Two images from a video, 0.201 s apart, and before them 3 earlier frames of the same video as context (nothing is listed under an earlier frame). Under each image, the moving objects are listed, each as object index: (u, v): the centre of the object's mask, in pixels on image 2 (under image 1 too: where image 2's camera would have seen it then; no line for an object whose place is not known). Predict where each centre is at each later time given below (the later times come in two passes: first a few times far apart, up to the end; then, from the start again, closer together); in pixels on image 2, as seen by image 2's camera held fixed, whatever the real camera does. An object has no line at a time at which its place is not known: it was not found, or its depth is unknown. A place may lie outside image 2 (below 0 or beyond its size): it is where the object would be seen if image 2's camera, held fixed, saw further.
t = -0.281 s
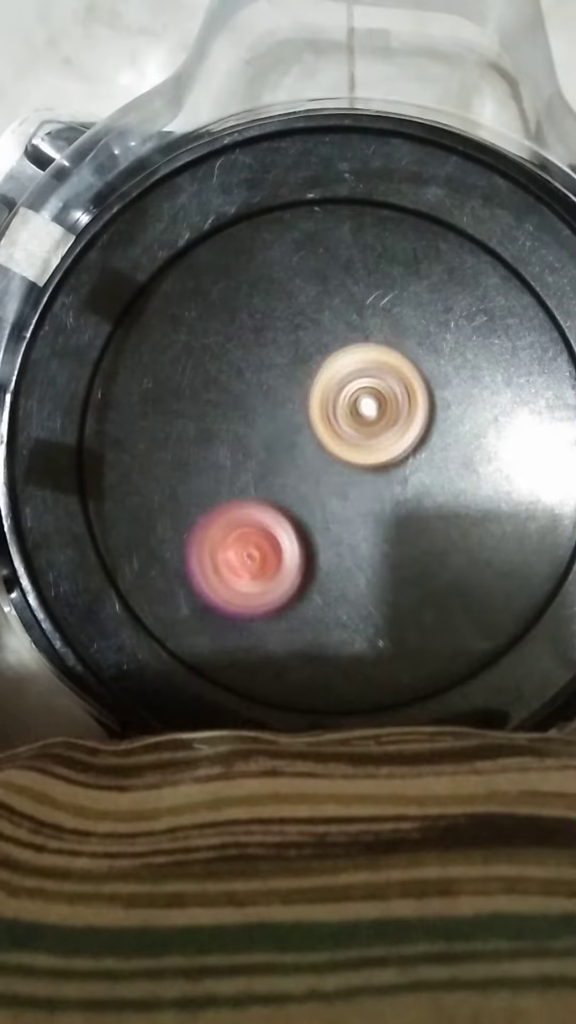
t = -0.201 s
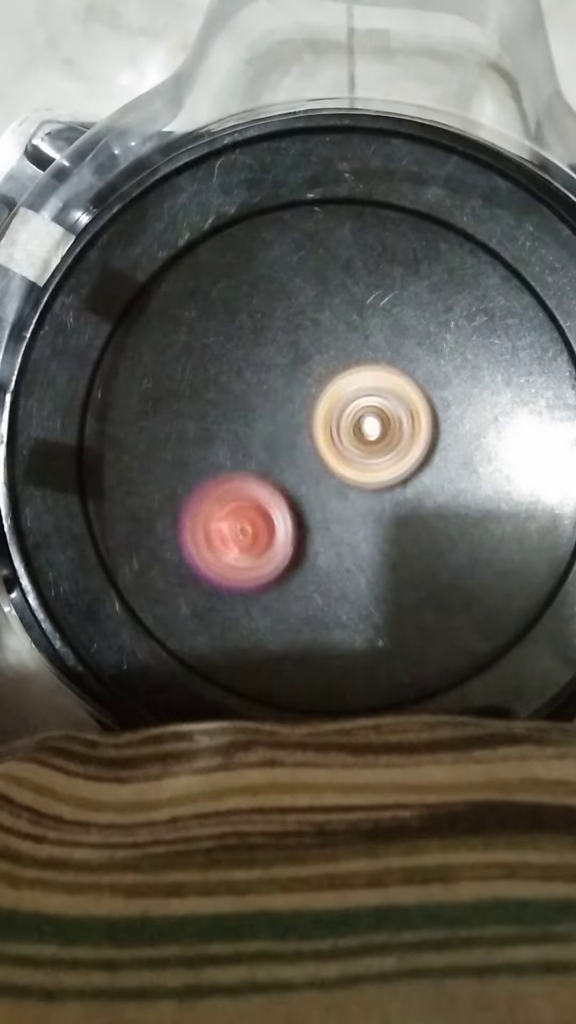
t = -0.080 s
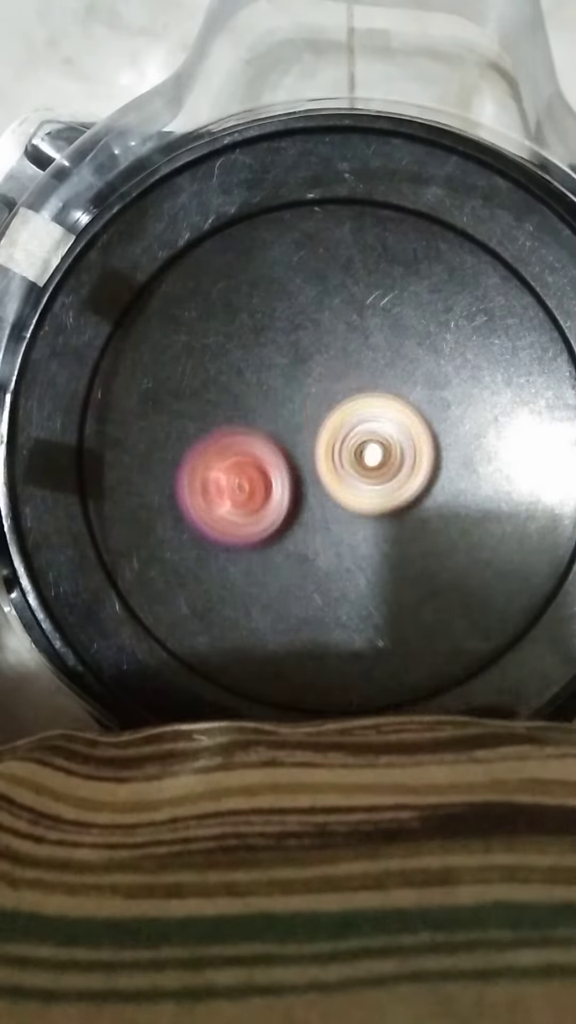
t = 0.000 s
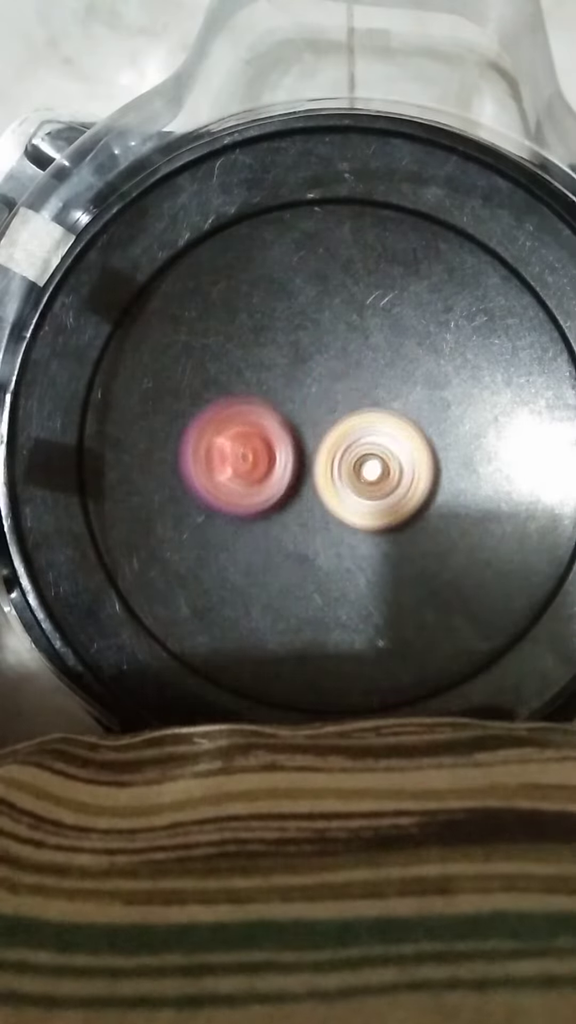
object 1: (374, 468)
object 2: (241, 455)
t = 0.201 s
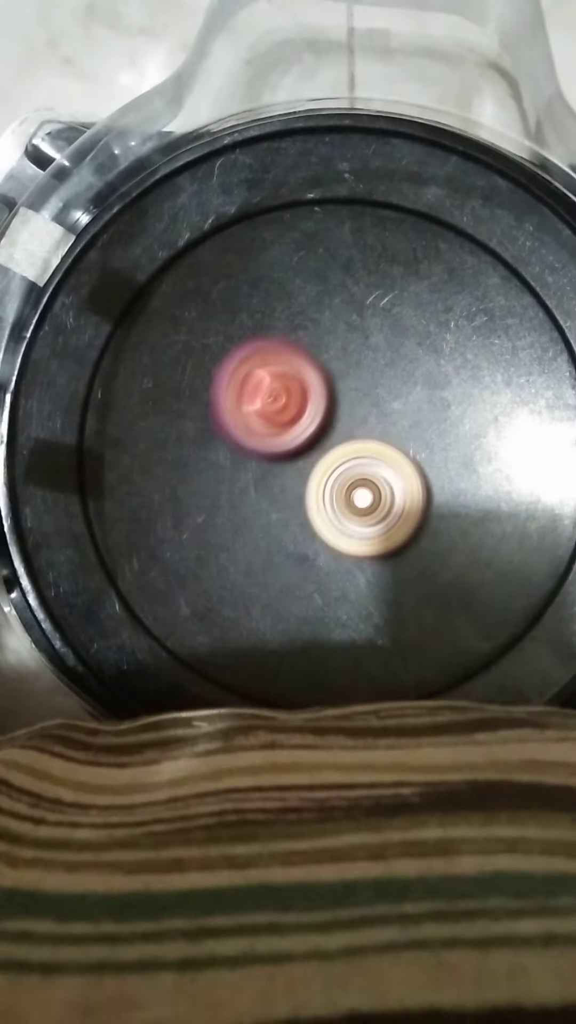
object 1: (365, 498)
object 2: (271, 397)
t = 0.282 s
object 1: (358, 504)
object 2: (291, 380)
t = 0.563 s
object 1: (317, 499)
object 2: (366, 362)
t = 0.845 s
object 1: (290, 472)
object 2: (426, 425)
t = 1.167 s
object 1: (303, 429)
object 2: (426, 518)
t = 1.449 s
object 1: (341, 412)
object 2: (367, 553)
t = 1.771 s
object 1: (384, 434)
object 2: (272, 501)
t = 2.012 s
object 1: (396, 474)
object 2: (246, 441)
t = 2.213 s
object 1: (390, 503)
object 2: (266, 395)
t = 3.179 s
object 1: (274, 446)
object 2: (439, 470)
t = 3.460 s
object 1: (315, 405)
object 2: (371, 516)
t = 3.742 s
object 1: (348, 382)
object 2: (298, 571)
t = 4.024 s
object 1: (376, 439)
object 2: (253, 516)
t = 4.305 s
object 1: (390, 504)
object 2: (266, 423)
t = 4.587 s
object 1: (355, 533)
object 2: (344, 392)
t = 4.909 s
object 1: (291, 516)
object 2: (416, 455)
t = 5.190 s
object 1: (270, 457)
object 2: (387, 521)
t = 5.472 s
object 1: (305, 398)
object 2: (322, 533)
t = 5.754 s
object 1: (371, 395)
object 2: (274, 481)
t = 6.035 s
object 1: (411, 454)
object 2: (286, 430)
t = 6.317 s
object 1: (391, 514)
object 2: (323, 411)
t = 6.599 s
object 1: (328, 525)
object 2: (357, 397)
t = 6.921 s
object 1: (269, 466)
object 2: (404, 393)
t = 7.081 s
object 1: (267, 421)
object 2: (414, 428)
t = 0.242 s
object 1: (362, 502)
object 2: (281, 388)
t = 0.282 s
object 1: (358, 504)
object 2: (291, 380)
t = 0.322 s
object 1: (354, 506)
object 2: (301, 372)
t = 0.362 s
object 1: (348, 506)
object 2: (312, 366)
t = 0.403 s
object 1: (342, 507)
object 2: (323, 362)
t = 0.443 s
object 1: (336, 506)
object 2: (333, 360)
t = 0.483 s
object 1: (329, 505)
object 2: (343, 358)
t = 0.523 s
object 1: (323, 502)
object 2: (354, 359)
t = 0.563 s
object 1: (317, 499)
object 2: (366, 362)
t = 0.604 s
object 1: (312, 496)
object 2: (376, 366)
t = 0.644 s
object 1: (307, 493)
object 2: (386, 372)
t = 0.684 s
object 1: (302, 489)
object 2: (396, 381)
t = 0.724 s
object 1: (298, 486)
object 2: (404, 391)
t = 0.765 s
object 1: (294, 482)
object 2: (413, 403)
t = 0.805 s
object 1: (292, 477)
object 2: (420, 414)
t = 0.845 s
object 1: (290, 472)
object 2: (426, 425)
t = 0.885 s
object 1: (289, 466)
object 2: (430, 437)
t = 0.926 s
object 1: (289, 460)
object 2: (433, 448)
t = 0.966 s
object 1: (289, 455)
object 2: (436, 459)
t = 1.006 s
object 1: (290, 450)
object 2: (436, 473)
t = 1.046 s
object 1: (292, 444)
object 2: (436, 485)
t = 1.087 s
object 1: (295, 439)
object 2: (435, 497)
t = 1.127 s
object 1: (299, 434)
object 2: (431, 508)
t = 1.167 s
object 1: (303, 429)
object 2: (426, 518)
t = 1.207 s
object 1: (307, 425)
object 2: (421, 527)
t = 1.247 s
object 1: (313, 422)
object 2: (414, 535)
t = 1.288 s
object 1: (318, 419)
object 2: (406, 543)
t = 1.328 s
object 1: (323, 417)
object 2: (398, 547)
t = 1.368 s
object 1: (329, 414)
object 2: (388, 551)
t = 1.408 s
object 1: (335, 413)
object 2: (377, 552)
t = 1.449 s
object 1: (341, 412)
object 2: (367, 553)
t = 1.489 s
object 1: (347, 412)
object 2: (354, 550)
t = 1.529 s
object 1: (353, 413)
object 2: (339, 546)
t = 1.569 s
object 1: (359, 414)
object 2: (327, 540)
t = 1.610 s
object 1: (364, 417)
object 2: (315, 533)
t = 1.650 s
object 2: (303, 525)
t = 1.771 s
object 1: (384, 434)
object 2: (272, 501)
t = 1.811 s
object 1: (387, 440)
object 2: (264, 491)
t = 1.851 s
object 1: (390, 446)
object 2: (258, 482)
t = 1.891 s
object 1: (392, 453)
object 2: (252, 472)
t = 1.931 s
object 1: (394, 460)
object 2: (249, 462)
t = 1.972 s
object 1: (395, 467)
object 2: (247, 451)
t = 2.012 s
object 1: (396, 474)
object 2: (246, 441)
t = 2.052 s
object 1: (396, 481)
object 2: (247, 431)
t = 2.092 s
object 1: (395, 488)
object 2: (250, 420)
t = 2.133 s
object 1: (395, 494)
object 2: (254, 411)
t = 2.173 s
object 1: (393, 499)
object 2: (259, 403)
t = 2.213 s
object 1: (390, 503)
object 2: (266, 395)
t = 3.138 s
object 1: (272, 454)
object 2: (444, 458)
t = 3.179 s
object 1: (274, 446)
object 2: (439, 470)
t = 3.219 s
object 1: (278, 438)
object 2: (433, 481)
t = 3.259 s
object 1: (283, 430)
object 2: (425, 489)
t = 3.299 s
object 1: (288, 423)
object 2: (414, 498)
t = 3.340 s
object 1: (294, 418)
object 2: (405, 505)
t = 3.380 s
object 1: (301, 413)
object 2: (395, 511)
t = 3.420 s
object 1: (308, 409)
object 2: (384, 514)
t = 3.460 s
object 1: (315, 405)
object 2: (371, 516)
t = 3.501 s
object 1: (322, 401)
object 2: (361, 519)
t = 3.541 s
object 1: (326, 388)
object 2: (347, 535)
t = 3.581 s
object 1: (329, 376)
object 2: (336, 555)
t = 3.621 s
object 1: (333, 373)
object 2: (327, 563)
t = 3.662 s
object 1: (337, 374)
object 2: (317, 568)
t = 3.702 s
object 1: (342, 377)
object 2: (308, 571)
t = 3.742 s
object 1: (348, 382)
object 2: (298, 571)
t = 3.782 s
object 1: (354, 388)
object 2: (288, 570)
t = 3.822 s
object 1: (359, 395)
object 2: (279, 566)
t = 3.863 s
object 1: (363, 403)
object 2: (271, 559)
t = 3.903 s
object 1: (367, 411)
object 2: (264, 551)
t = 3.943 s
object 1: (370, 421)
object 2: (258, 541)
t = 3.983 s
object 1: (373, 431)
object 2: (255, 529)
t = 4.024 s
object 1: (376, 439)
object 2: (253, 516)
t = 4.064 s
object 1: (377, 448)
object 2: (252, 502)
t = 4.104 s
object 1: (378, 458)
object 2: (254, 489)
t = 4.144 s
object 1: (378, 468)
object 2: (256, 475)
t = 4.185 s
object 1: (382, 478)
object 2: (254, 460)
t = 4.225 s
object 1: (389, 489)
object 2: (254, 446)
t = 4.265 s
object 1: (391, 496)
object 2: (260, 432)
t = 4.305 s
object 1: (390, 504)
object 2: (266, 423)
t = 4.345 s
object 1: (387, 510)
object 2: (275, 414)
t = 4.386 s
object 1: (384, 517)
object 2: (284, 405)
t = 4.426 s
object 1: (379, 522)
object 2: (294, 399)
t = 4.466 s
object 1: (373, 527)
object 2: (307, 394)
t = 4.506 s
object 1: (368, 530)
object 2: (319, 392)
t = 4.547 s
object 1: (362, 532)
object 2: (331, 391)
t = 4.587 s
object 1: (355, 533)
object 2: (344, 392)
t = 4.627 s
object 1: (348, 533)
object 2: (356, 396)
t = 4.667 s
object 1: (341, 532)
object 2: (368, 401)
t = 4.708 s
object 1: (333, 530)
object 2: (377, 409)
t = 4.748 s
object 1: (326, 527)
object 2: (386, 418)
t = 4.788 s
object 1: (316, 527)
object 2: (397, 425)
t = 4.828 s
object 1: (306, 525)
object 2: (408, 433)
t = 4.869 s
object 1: (298, 521)
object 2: (413, 444)
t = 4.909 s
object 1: (291, 516)
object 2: (416, 455)
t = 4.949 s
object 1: (284, 509)
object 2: (418, 465)
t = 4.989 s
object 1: (279, 501)
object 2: (417, 478)
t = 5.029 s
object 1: (275, 492)
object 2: (414, 489)
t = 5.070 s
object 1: (270, 484)
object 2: (409, 498)
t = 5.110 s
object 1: (269, 475)
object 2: (404, 508)
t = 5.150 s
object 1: (269, 466)
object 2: (398, 515)
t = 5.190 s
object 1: (270, 457)
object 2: (387, 521)
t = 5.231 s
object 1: (273, 449)
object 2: (378, 526)
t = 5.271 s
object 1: (277, 439)
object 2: (365, 528)
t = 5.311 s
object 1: (279, 427)
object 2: (357, 534)
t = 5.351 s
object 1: (283, 417)
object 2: (349, 539)
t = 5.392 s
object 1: (288, 409)
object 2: (340, 538)
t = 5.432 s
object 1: (296, 403)
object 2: (331, 537)
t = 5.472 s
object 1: (305, 398)
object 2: (322, 533)
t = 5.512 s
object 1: (313, 394)
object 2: (313, 528)
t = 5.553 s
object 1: (323, 392)
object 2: (305, 521)
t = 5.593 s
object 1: (333, 390)
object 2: (298, 512)
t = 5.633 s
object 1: (342, 390)
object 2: (293, 504)
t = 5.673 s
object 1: (352, 391)
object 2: (286, 495)
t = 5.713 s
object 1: (363, 391)
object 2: (278, 488)
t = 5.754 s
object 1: (371, 395)
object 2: (274, 481)
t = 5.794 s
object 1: (380, 400)
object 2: (272, 474)
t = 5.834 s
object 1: (386, 407)
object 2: (272, 466)
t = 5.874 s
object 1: (393, 415)
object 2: (274, 458)
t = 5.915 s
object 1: (398, 424)
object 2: (278, 450)
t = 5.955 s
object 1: (403, 433)
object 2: (281, 444)
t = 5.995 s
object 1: (407, 442)
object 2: (284, 437)
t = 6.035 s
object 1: (411, 454)
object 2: (286, 430)
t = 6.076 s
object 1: (412, 464)
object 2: (290, 426)
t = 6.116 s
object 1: (411, 474)
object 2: (298, 423)
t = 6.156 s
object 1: (409, 483)
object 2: (304, 421)
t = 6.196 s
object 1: (405, 491)
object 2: (311, 418)
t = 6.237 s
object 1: (404, 501)
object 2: (315, 414)
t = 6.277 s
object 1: (398, 509)
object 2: (321, 409)
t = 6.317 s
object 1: (391, 514)
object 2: (323, 411)
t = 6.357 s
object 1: (383, 518)
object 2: (327, 410)
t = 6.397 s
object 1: (374, 522)
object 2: (331, 411)
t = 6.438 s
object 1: (365, 525)
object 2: (337, 411)
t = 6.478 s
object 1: (357, 530)
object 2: (344, 407)
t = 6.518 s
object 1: (349, 530)
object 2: (349, 405)
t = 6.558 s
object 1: (338, 527)
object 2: (352, 404)
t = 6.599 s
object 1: (328, 525)
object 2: (357, 397)
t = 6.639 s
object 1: (319, 519)
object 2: (359, 396)
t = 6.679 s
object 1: (311, 509)
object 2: (361, 397)
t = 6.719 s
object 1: (303, 502)
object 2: (366, 396)
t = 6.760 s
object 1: (288, 499)
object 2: (381, 387)
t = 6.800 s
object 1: (276, 493)
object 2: (393, 386)
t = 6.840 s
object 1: (270, 485)
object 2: (400, 387)
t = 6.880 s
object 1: (269, 476)
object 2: (403, 390)
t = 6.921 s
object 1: (269, 466)
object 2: (404, 393)
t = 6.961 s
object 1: (271, 456)
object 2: (406, 396)
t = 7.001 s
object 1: (274, 445)
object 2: (406, 405)
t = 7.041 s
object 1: (278, 436)
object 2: (402, 415)
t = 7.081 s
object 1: (267, 421)
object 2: (414, 428)
